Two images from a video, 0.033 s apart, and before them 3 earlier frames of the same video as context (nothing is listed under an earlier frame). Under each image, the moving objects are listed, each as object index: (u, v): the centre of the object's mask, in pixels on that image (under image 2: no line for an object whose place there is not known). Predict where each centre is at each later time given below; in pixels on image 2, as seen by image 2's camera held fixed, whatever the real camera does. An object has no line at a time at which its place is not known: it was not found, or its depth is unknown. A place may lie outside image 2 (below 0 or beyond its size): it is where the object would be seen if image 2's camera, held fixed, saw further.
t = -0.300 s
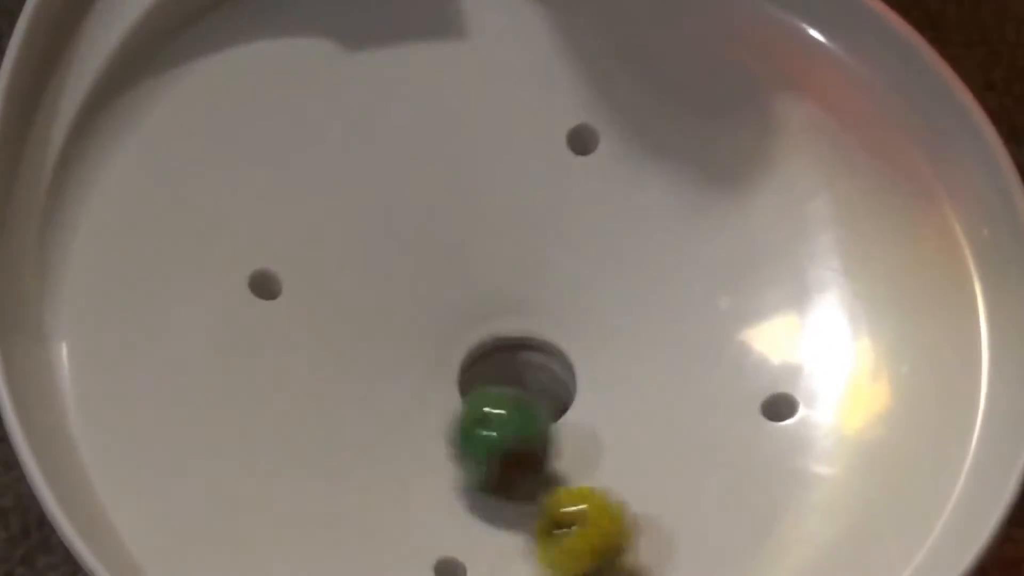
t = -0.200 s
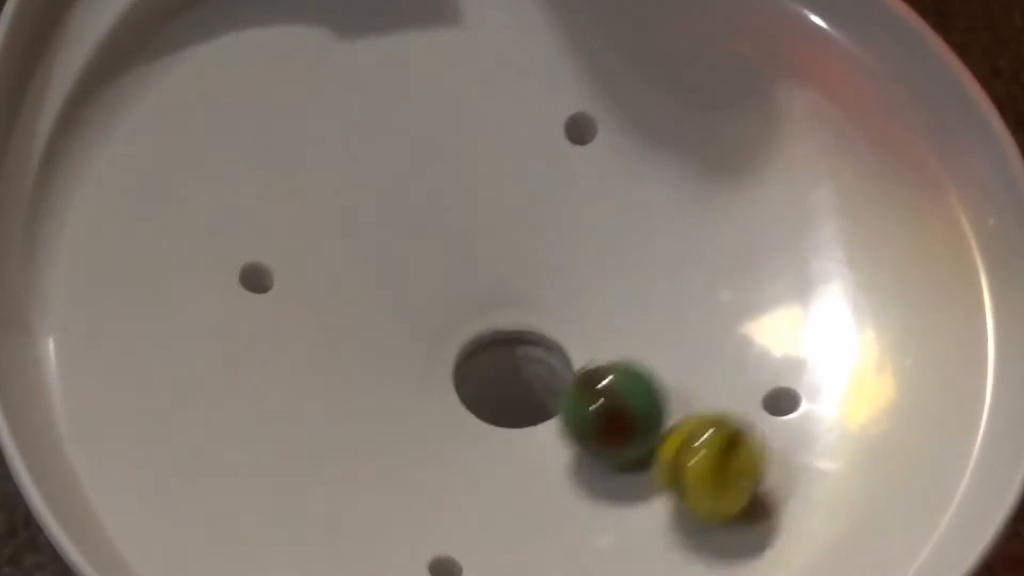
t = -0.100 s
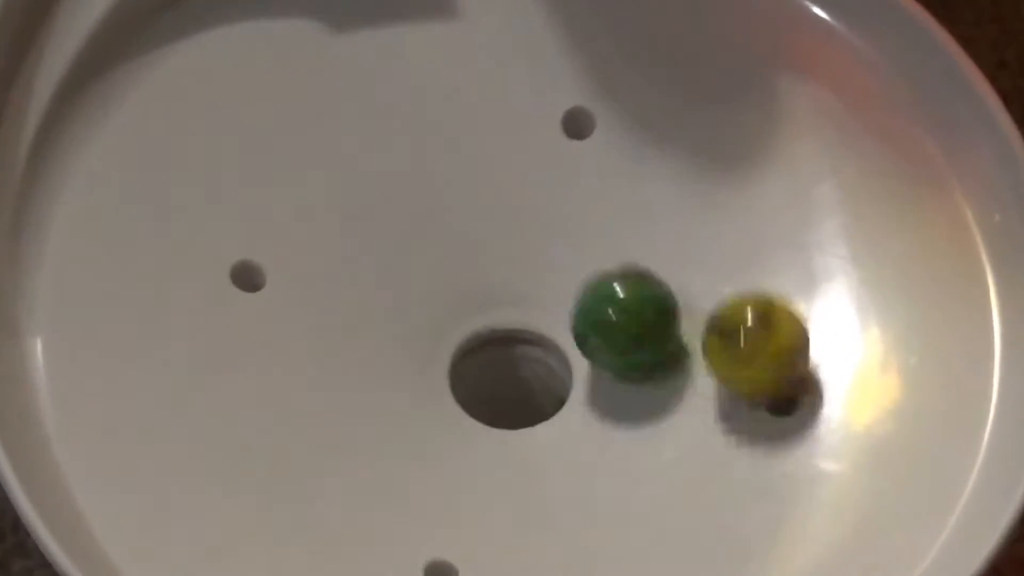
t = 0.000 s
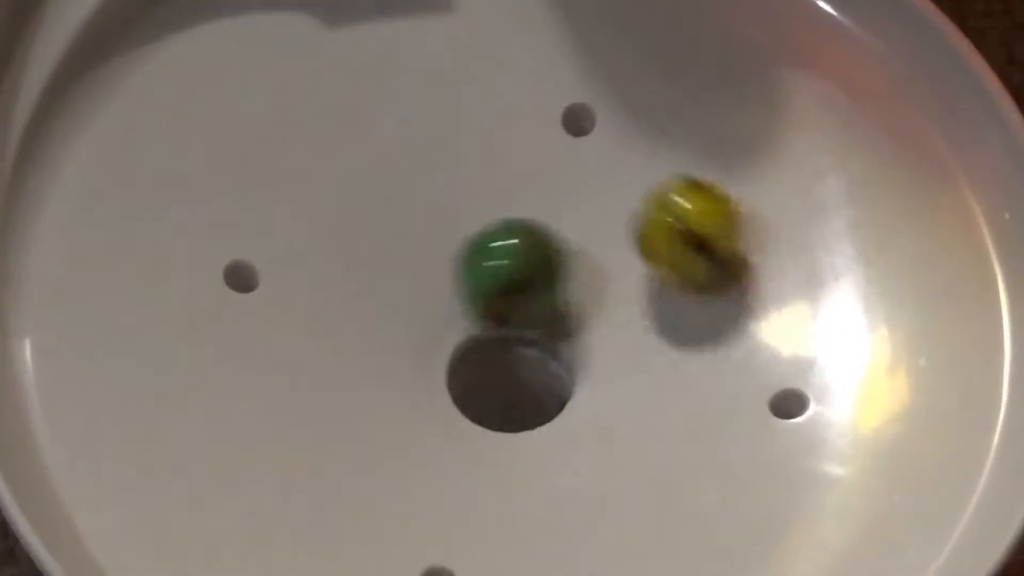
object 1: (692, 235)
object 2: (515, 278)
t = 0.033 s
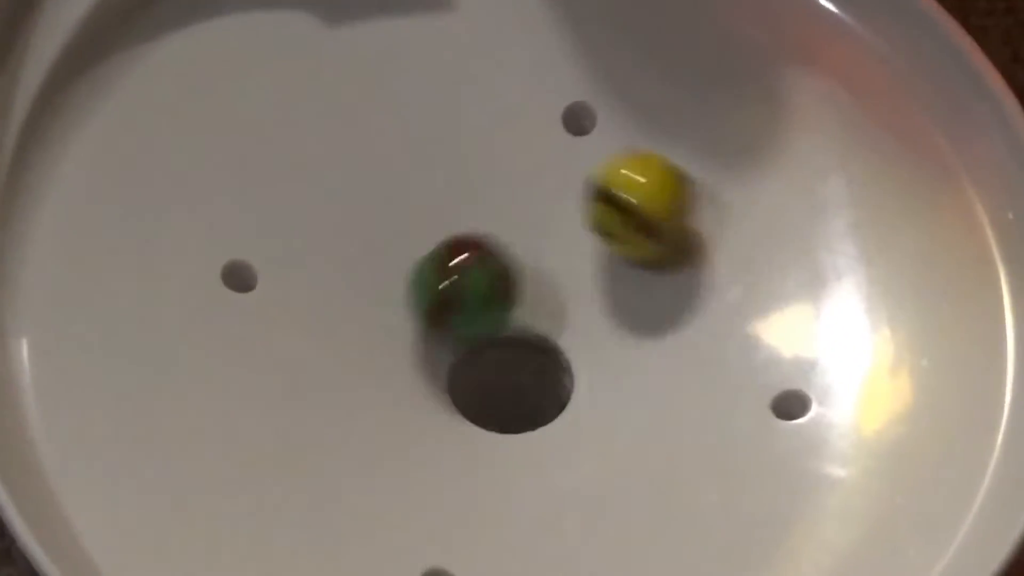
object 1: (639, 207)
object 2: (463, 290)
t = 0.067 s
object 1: (584, 195)
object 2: (429, 320)
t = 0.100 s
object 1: (521, 191)
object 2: (419, 362)
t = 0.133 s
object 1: (459, 208)
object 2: (429, 396)
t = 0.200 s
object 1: (362, 284)
